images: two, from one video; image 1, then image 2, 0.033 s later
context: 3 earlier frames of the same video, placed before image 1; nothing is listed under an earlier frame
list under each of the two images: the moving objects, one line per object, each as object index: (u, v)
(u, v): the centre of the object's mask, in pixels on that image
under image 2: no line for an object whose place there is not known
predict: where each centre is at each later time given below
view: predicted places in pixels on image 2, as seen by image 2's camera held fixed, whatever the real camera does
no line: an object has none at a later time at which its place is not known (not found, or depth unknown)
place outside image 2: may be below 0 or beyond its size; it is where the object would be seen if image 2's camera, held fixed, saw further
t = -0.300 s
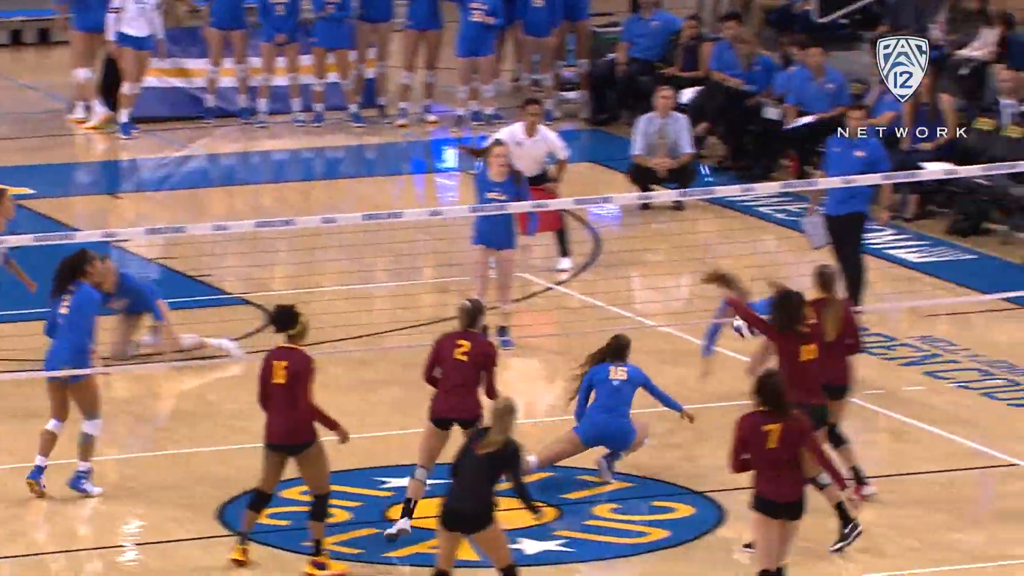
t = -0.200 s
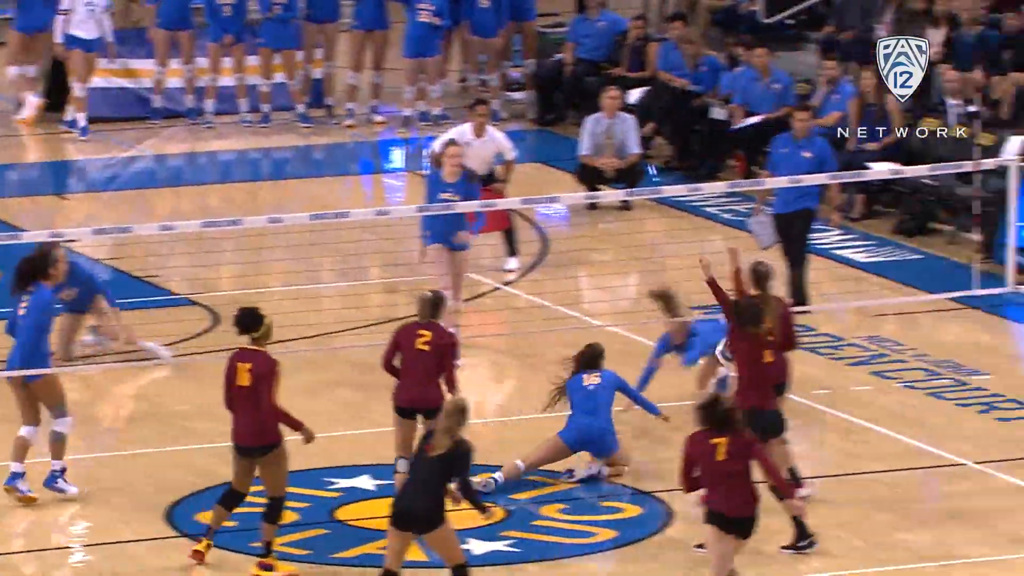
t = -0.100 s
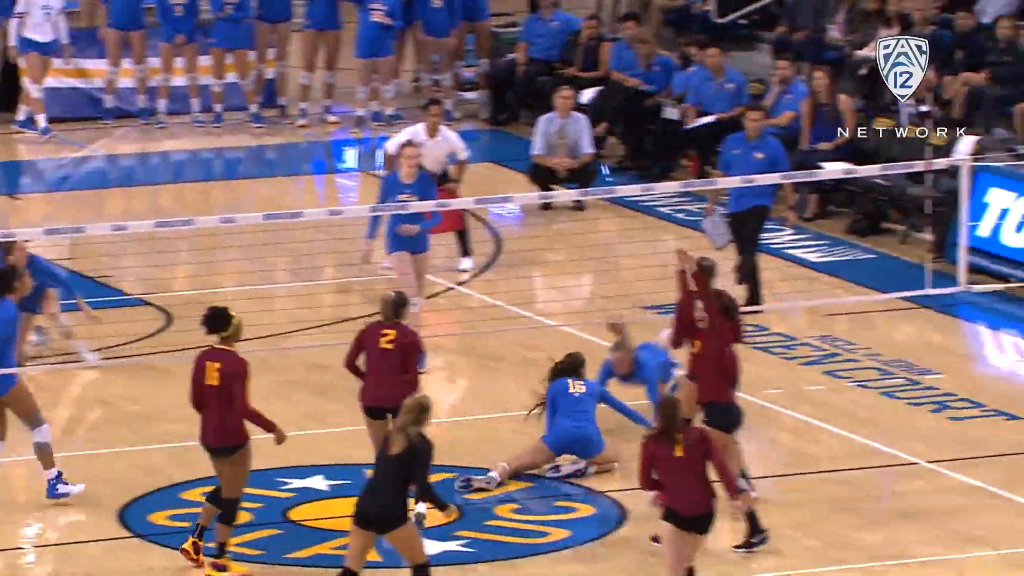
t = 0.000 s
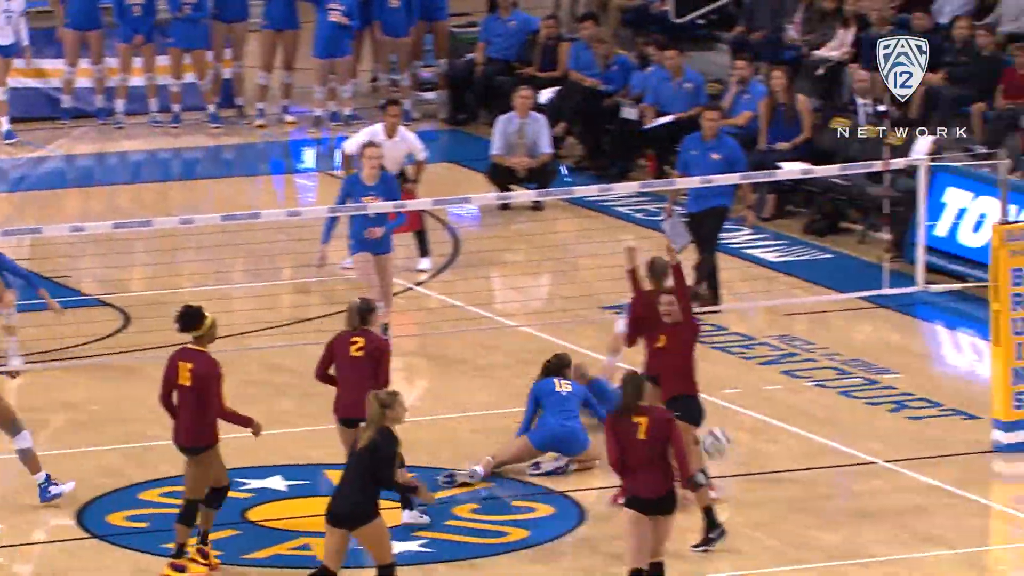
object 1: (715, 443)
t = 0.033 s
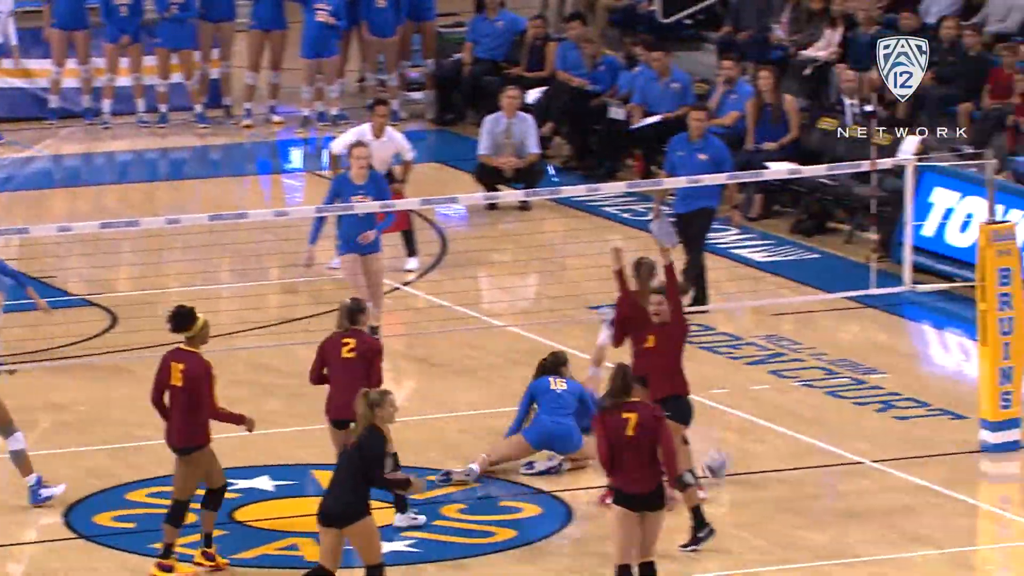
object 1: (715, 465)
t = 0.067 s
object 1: (729, 466)
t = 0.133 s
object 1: (758, 448)
